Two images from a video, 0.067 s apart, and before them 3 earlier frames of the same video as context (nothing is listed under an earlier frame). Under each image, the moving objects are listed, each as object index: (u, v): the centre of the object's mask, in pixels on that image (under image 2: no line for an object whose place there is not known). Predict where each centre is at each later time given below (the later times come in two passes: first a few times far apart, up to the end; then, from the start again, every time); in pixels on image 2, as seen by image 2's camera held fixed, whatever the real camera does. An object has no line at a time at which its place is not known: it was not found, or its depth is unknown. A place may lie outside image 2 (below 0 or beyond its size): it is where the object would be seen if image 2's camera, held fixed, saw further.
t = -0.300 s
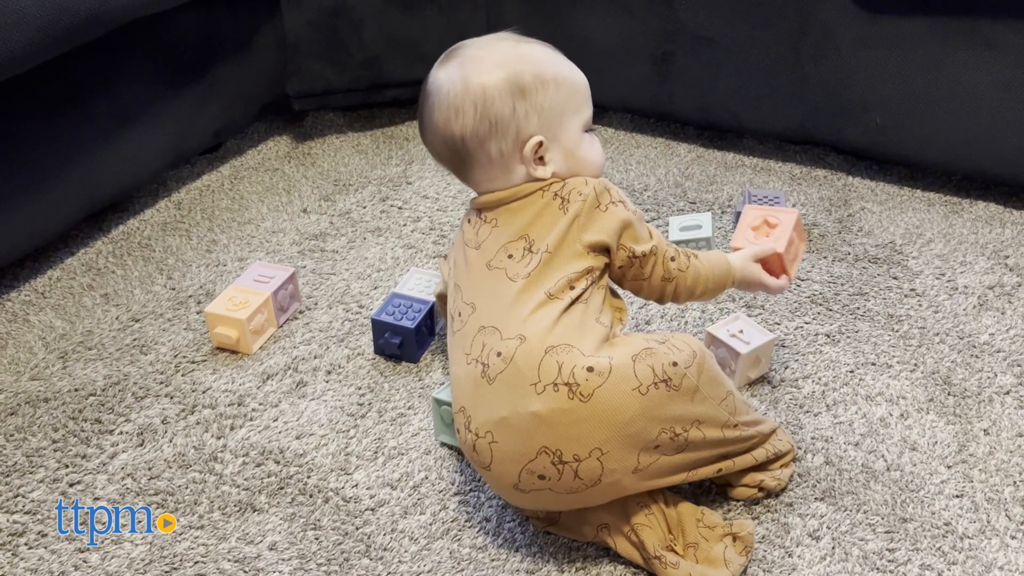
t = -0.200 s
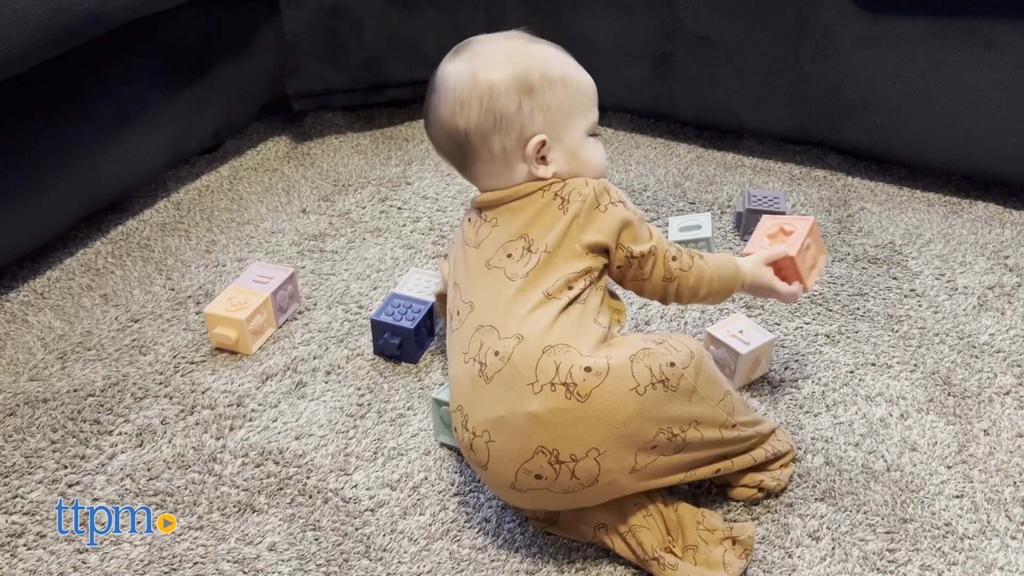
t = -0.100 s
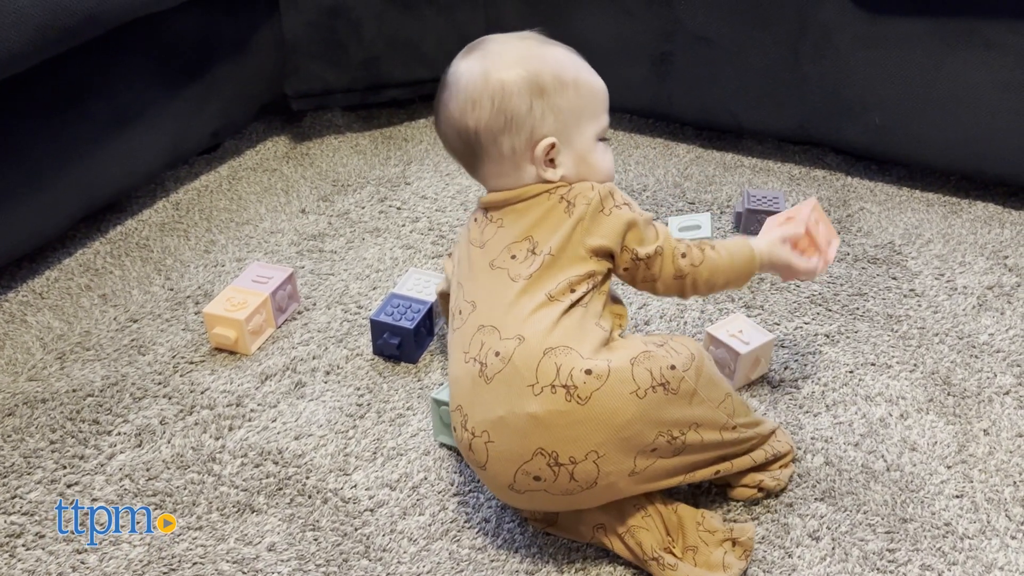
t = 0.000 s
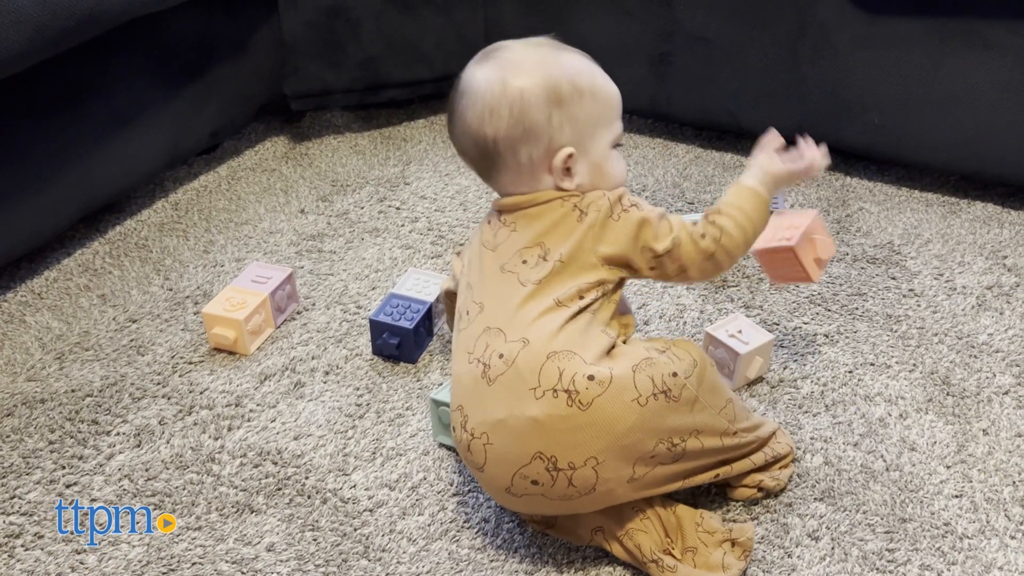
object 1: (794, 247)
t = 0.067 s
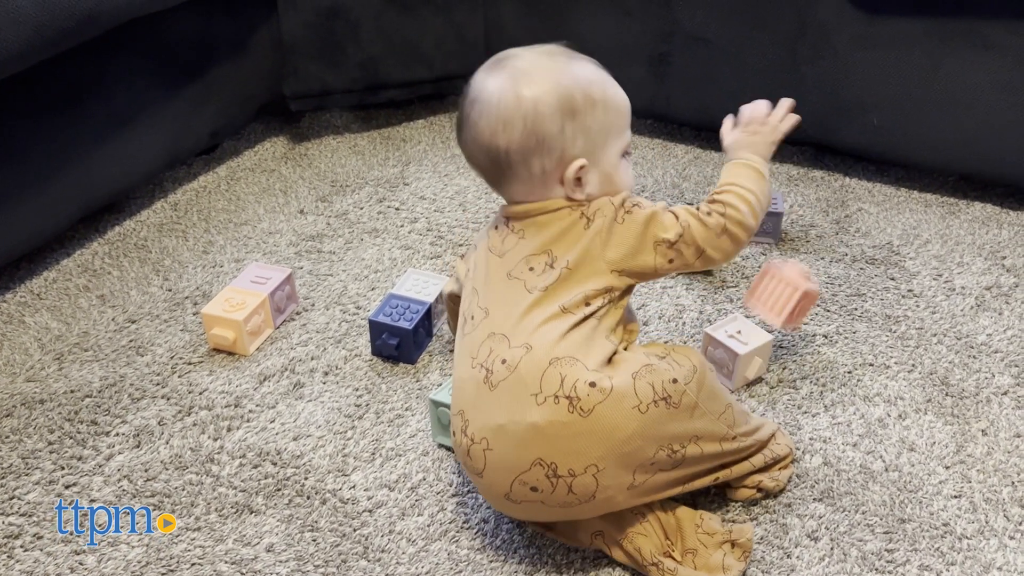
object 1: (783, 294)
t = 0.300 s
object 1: (831, 304)
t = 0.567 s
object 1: (866, 277)
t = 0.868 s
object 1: (860, 282)
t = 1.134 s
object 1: (859, 282)
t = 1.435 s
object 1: (859, 282)
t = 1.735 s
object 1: (858, 282)
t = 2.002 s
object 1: (859, 282)
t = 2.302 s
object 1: (858, 282)
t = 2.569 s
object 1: (859, 282)
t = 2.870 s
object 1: (858, 282)
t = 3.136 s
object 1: (858, 282)
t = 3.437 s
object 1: (858, 282)
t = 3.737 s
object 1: (858, 282)
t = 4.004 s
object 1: (858, 282)
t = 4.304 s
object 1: (858, 282)
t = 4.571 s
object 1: (858, 282)
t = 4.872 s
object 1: (858, 282)
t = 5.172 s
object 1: (858, 282)
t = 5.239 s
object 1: (858, 282)
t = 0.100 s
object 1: (781, 317)
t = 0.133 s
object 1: (790, 301)
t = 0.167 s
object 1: (802, 288)
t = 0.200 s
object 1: (811, 283)
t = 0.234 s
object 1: (819, 286)
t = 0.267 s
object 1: (825, 296)
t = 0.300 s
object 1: (831, 304)
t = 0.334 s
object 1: (835, 293)
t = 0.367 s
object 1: (836, 289)
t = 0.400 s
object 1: (838, 286)
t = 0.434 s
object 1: (843, 278)
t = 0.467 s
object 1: (848, 277)
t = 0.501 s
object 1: (853, 278)
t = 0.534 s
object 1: (860, 279)
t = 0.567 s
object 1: (866, 277)
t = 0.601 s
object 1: (869, 277)
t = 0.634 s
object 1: (869, 278)
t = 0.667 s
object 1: (865, 280)
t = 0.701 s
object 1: (860, 282)
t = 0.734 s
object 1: (856, 281)
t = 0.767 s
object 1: (855, 280)
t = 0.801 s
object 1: (856, 281)
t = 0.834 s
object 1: (860, 282)
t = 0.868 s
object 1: (860, 282)
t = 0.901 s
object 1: (859, 282)
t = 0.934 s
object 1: (858, 282)
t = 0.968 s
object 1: (859, 282)
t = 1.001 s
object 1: (859, 282)
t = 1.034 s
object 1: (859, 282)
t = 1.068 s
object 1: (859, 282)
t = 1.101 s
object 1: (859, 282)
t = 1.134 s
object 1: (859, 282)
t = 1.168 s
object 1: (859, 282)
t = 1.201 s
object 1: (859, 282)
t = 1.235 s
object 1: (859, 282)
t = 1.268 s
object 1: (859, 282)
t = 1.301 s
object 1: (859, 282)
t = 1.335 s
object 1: (859, 282)
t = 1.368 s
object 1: (859, 282)
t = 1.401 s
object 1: (859, 282)
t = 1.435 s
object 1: (859, 282)
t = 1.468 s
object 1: (859, 282)
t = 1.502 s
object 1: (859, 282)
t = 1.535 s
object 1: (859, 282)
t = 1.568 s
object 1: (859, 282)
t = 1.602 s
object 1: (859, 282)
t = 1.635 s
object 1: (859, 282)
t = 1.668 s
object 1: (859, 282)
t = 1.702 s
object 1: (859, 282)
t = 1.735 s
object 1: (858, 282)
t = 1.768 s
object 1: (858, 282)
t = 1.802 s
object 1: (858, 282)
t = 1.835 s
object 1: (859, 282)
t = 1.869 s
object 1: (859, 282)
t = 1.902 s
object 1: (859, 282)
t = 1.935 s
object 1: (859, 282)
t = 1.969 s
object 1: (859, 282)
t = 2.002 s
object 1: (859, 282)
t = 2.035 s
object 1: (859, 282)
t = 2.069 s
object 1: (859, 282)
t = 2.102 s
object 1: (859, 282)
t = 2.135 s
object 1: (859, 282)
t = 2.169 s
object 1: (859, 282)
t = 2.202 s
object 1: (859, 282)
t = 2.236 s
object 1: (859, 282)
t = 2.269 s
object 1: (859, 282)
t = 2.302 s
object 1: (858, 282)
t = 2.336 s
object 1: (859, 282)
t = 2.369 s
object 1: (858, 282)
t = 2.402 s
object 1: (858, 282)
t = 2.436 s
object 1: (859, 282)
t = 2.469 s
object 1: (859, 282)
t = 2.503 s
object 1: (858, 282)
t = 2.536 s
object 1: (858, 282)
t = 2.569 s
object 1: (859, 282)
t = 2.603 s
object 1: (858, 282)
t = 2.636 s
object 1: (858, 282)
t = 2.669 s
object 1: (858, 282)
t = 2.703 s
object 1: (858, 282)
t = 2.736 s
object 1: (858, 282)
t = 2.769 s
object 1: (858, 282)
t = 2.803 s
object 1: (858, 282)
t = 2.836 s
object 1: (858, 282)
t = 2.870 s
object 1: (858, 282)
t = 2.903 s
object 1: (858, 282)
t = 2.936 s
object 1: (858, 282)
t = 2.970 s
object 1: (858, 282)
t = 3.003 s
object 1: (858, 282)
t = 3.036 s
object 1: (858, 282)
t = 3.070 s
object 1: (858, 282)
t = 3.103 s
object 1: (858, 282)
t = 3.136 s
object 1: (858, 282)
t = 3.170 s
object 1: (858, 282)
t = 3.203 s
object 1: (858, 282)
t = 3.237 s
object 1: (858, 282)
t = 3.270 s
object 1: (858, 282)
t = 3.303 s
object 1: (858, 282)
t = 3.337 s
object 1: (858, 282)
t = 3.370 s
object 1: (858, 282)
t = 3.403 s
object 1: (858, 282)
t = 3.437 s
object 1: (858, 282)
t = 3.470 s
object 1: (858, 282)
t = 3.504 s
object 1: (858, 282)
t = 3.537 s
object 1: (858, 282)
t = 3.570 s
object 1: (858, 282)
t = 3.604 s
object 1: (858, 282)
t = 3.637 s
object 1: (858, 282)
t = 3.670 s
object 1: (858, 282)
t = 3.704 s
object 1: (858, 282)
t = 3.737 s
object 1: (858, 282)
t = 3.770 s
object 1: (858, 282)
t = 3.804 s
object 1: (858, 282)
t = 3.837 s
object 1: (858, 282)
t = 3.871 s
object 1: (858, 282)
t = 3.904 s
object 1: (858, 282)
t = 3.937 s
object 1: (858, 282)
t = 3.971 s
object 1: (858, 282)
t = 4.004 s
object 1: (858, 282)
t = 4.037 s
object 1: (858, 282)
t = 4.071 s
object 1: (858, 282)
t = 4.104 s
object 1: (858, 282)
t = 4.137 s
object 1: (858, 282)
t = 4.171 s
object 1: (858, 282)
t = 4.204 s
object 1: (858, 282)
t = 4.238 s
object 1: (858, 282)
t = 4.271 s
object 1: (858, 282)
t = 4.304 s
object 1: (858, 282)
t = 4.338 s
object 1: (858, 282)
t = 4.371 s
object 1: (858, 282)
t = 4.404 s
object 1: (858, 282)
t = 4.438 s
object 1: (858, 282)
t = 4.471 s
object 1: (858, 282)
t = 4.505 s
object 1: (858, 282)
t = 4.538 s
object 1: (858, 282)
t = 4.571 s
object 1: (858, 282)
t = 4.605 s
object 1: (858, 282)
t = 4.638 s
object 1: (858, 282)
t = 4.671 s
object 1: (858, 282)
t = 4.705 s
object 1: (858, 282)
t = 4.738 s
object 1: (858, 282)
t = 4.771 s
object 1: (858, 282)
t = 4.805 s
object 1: (858, 282)
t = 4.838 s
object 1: (858, 282)
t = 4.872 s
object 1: (858, 282)
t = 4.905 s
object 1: (858, 282)
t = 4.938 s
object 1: (858, 282)
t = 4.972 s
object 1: (858, 282)
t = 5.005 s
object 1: (858, 282)
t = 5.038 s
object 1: (858, 282)
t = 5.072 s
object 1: (858, 282)
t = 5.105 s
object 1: (858, 282)
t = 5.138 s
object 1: (858, 282)
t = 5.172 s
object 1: (858, 282)
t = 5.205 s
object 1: (858, 282)
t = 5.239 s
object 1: (858, 282)
